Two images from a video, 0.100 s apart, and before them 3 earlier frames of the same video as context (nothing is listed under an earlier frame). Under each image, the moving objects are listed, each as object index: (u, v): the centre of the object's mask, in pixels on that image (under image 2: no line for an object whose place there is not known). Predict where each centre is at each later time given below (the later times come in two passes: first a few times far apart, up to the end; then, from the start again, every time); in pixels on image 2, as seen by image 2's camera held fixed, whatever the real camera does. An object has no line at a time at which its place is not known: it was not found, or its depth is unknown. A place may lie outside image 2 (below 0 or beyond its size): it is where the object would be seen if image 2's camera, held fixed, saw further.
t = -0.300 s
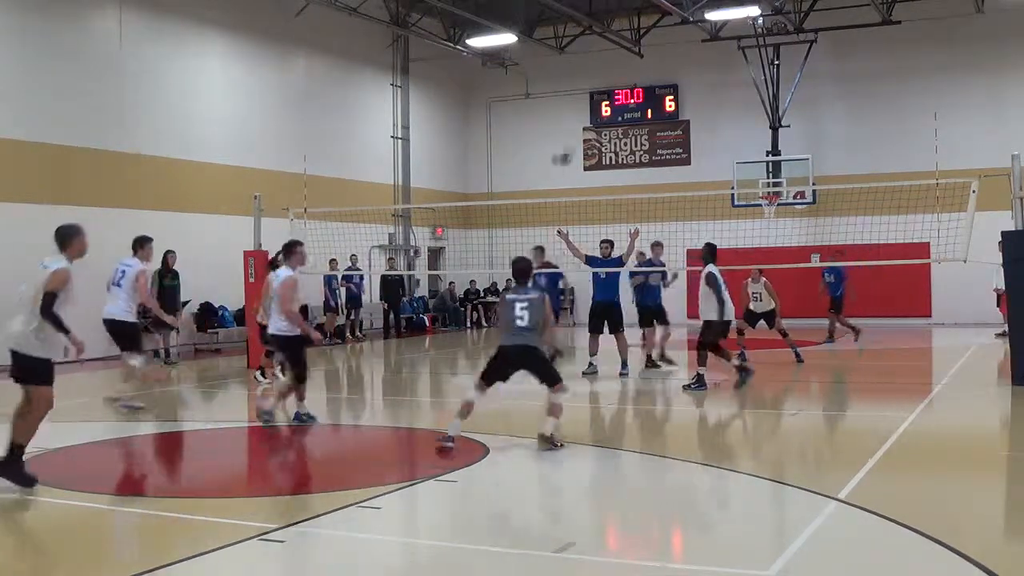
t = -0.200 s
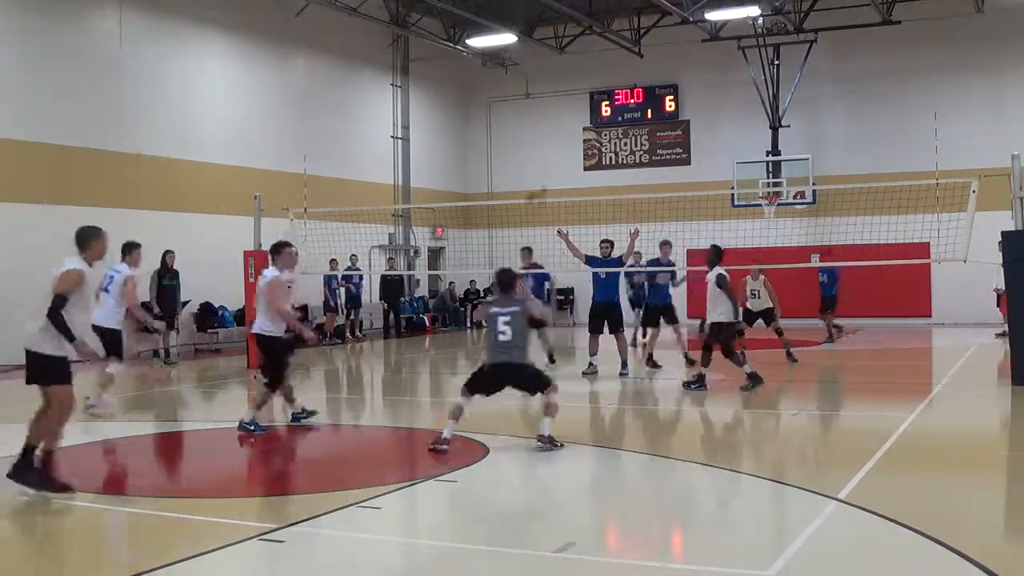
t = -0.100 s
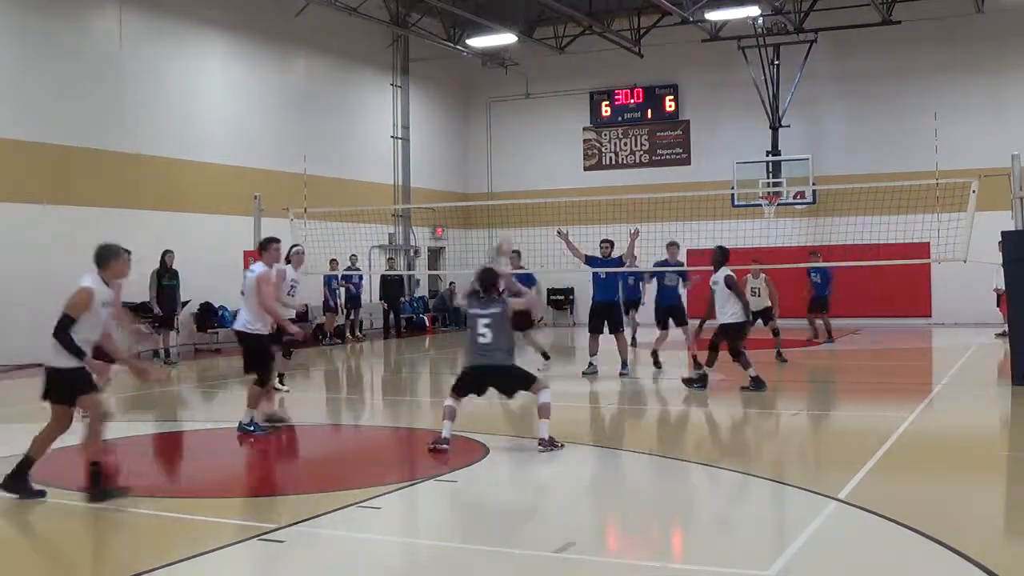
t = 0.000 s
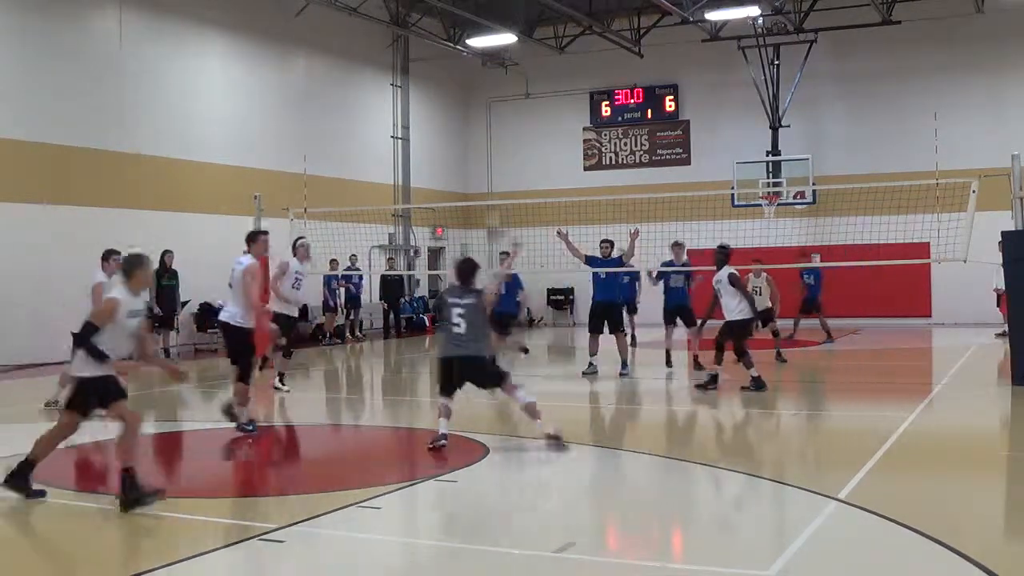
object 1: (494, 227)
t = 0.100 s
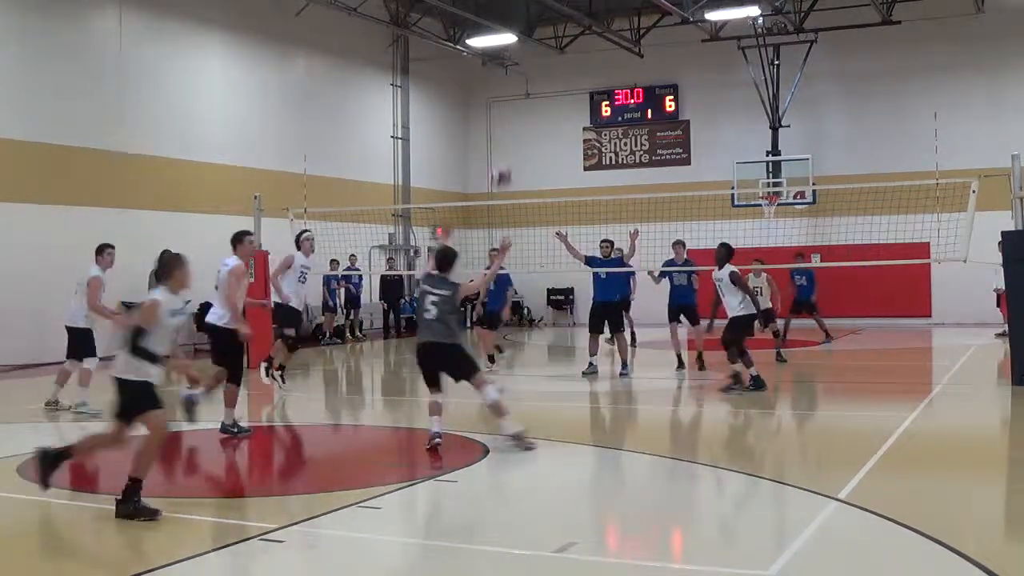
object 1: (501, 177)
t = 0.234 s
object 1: (510, 128)
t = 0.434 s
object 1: (522, 98)
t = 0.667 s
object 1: (533, 116)
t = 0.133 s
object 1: (505, 165)
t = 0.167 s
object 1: (506, 151)
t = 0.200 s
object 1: (509, 138)
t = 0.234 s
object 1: (510, 128)
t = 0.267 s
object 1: (513, 122)
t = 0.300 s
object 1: (515, 114)
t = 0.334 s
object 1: (514, 108)
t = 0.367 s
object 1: (518, 106)
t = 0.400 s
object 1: (520, 100)
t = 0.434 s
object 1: (522, 98)
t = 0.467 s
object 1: (524, 99)
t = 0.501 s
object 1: (525, 99)
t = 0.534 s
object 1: (526, 101)
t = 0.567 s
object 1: (530, 102)
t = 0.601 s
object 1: (531, 106)
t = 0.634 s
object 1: (533, 109)
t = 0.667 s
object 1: (533, 116)
